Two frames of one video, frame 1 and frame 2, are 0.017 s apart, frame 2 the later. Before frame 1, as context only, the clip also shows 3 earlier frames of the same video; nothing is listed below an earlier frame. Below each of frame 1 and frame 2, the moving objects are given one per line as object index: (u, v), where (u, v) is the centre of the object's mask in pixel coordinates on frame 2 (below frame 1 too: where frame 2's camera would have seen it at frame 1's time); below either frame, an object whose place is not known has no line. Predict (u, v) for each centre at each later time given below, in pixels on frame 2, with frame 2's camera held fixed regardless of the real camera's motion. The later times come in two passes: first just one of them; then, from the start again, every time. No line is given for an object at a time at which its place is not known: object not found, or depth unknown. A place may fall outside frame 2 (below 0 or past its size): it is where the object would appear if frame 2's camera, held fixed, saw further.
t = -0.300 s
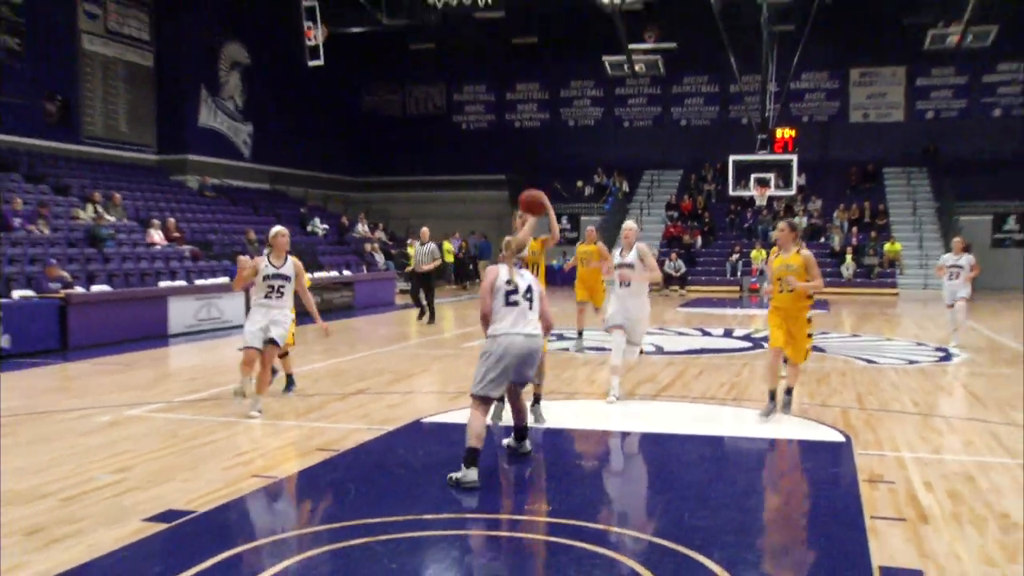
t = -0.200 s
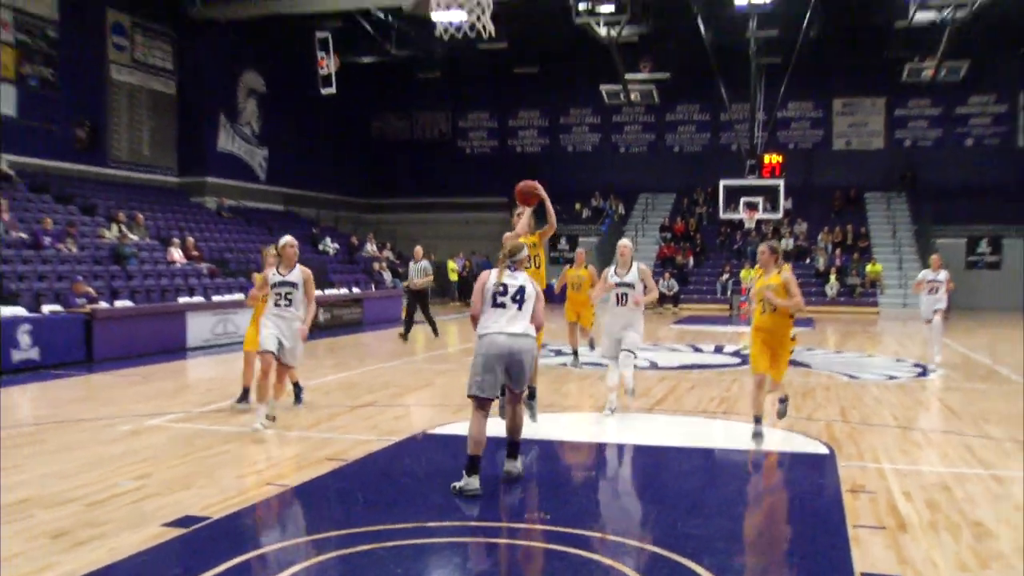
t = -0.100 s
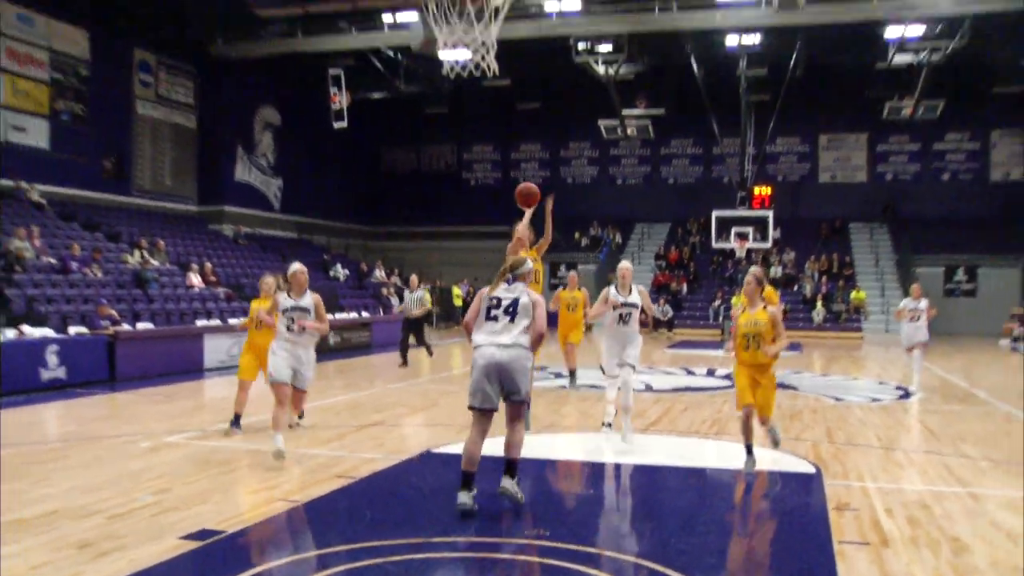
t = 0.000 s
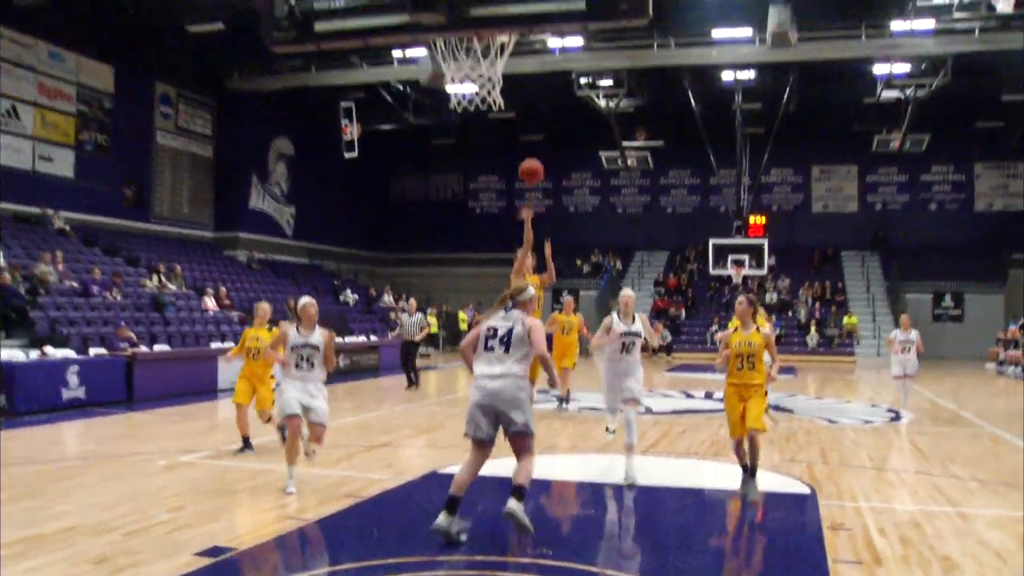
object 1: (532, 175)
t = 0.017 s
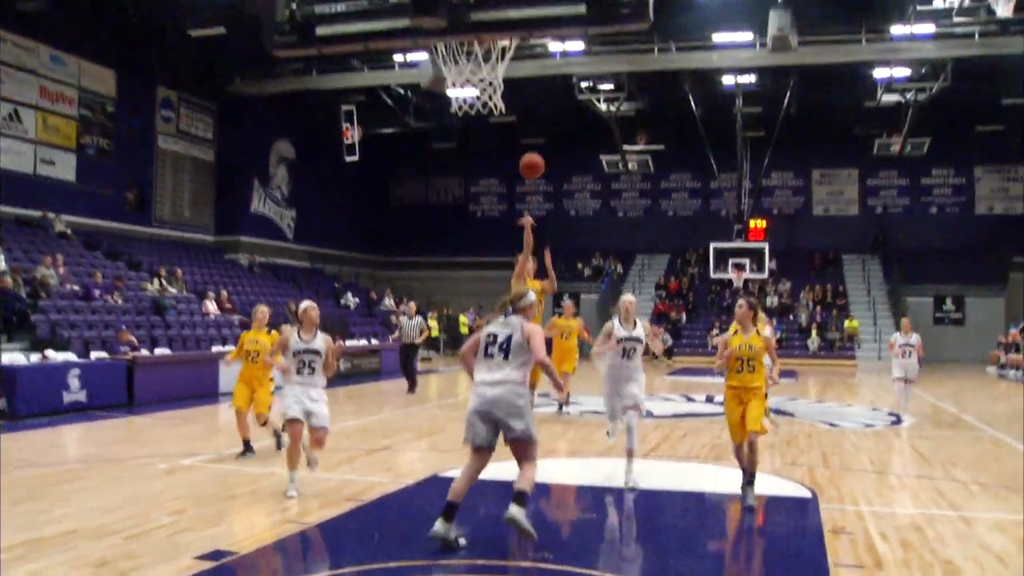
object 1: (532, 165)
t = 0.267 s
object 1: (527, 50)
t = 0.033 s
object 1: (531, 157)
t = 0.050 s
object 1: (530, 149)
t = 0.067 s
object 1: (530, 140)
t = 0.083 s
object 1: (530, 131)
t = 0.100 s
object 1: (529, 122)
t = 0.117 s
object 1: (529, 115)
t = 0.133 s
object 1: (528, 106)
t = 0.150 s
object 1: (528, 98)
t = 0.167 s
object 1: (528, 91)
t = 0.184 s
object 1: (527, 85)
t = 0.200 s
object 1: (526, 78)
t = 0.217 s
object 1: (526, 69)
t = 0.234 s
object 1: (526, 61)
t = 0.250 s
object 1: (526, 55)
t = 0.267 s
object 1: (527, 50)
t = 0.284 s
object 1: (527, 48)
